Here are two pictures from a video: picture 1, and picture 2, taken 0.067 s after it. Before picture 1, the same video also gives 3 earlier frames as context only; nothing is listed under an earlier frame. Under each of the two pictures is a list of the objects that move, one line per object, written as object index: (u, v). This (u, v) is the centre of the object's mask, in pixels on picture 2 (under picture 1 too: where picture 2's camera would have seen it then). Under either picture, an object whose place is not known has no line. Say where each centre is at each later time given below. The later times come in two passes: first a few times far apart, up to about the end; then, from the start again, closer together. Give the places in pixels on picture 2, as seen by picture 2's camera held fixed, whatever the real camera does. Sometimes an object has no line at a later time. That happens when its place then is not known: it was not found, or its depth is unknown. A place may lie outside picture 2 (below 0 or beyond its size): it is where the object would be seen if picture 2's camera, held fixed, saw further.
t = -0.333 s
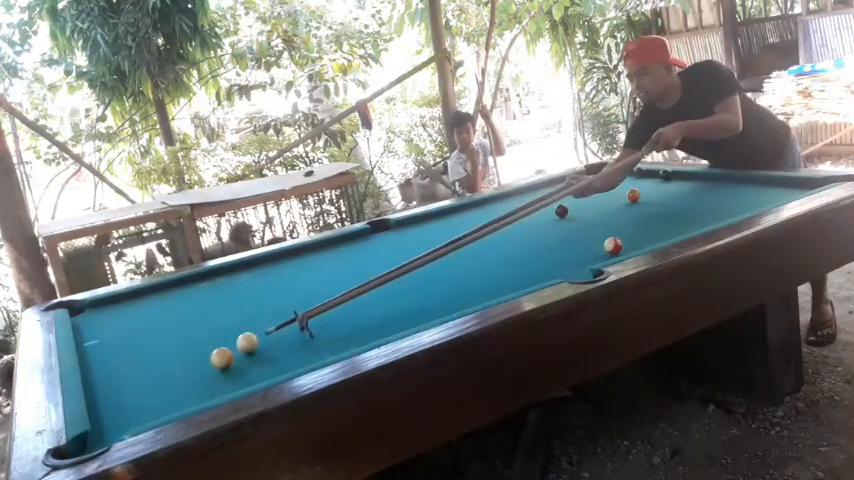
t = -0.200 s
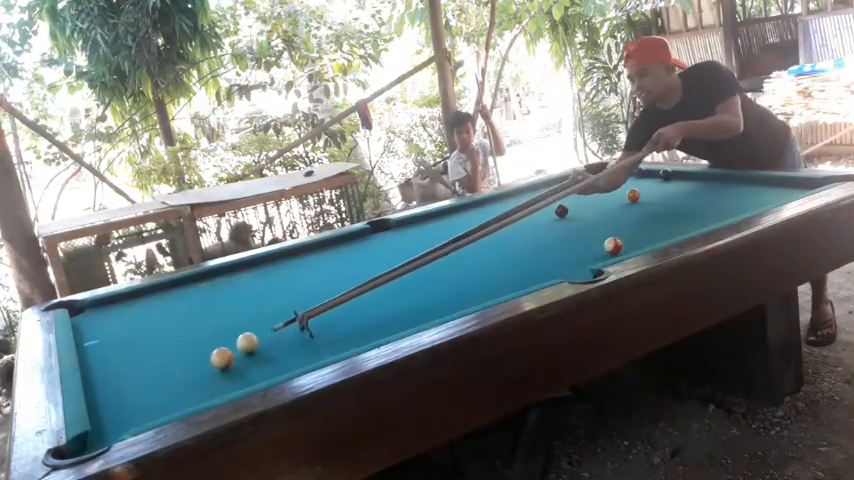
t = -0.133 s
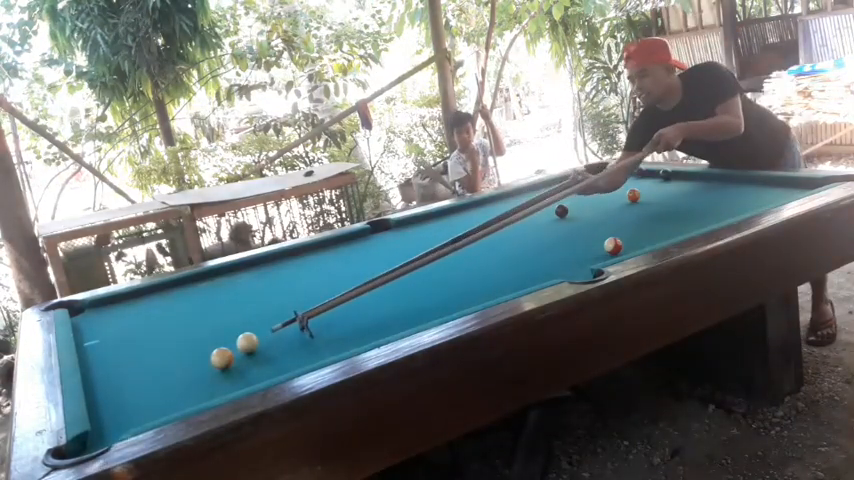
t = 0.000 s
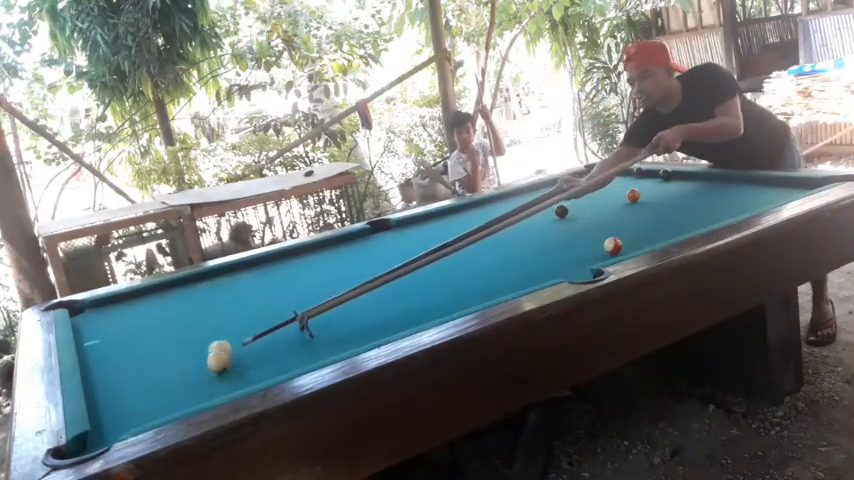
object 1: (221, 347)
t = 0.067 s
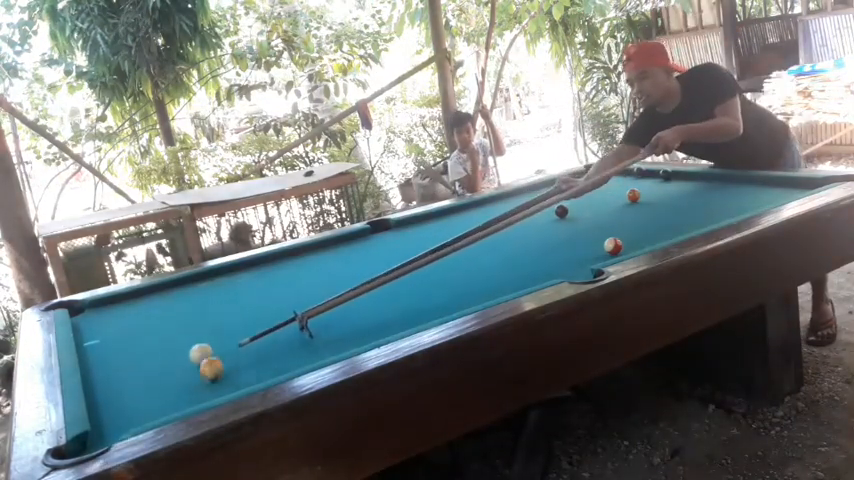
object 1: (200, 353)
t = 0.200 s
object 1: (166, 361)
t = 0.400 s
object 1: (114, 370)
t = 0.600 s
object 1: (103, 368)
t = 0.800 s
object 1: (124, 358)
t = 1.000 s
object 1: (143, 349)
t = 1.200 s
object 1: (160, 341)
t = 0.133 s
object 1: (183, 358)
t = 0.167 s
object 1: (174, 359)
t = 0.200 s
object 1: (166, 361)
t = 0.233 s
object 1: (157, 363)
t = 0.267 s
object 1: (148, 364)
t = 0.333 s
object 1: (131, 366)
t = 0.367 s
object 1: (122, 368)
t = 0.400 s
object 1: (114, 370)
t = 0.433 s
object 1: (106, 371)
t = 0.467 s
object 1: (97, 371)
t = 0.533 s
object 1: (96, 371)
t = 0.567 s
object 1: (99, 369)
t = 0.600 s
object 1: (103, 368)
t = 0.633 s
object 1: (107, 366)
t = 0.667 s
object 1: (110, 364)
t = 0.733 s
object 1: (117, 361)
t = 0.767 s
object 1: (121, 359)
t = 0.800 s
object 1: (124, 358)
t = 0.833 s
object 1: (127, 356)
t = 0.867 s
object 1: (131, 354)
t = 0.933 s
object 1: (137, 352)
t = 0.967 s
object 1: (140, 350)
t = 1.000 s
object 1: (143, 349)
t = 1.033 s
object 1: (146, 348)
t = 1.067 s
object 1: (149, 346)
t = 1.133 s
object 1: (155, 344)
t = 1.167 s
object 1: (157, 342)
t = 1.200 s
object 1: (160, 341)
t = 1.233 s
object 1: (162, 340)
